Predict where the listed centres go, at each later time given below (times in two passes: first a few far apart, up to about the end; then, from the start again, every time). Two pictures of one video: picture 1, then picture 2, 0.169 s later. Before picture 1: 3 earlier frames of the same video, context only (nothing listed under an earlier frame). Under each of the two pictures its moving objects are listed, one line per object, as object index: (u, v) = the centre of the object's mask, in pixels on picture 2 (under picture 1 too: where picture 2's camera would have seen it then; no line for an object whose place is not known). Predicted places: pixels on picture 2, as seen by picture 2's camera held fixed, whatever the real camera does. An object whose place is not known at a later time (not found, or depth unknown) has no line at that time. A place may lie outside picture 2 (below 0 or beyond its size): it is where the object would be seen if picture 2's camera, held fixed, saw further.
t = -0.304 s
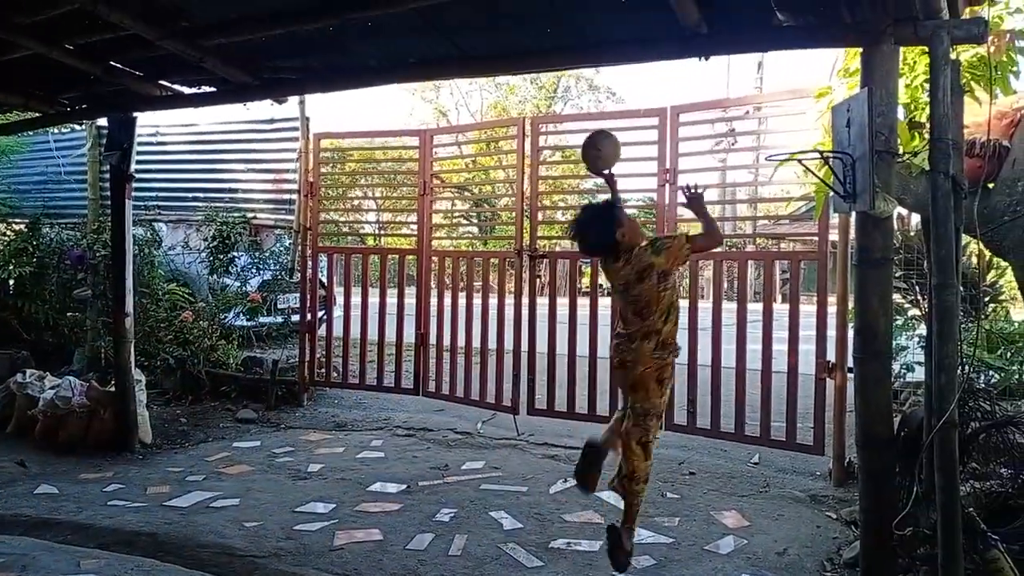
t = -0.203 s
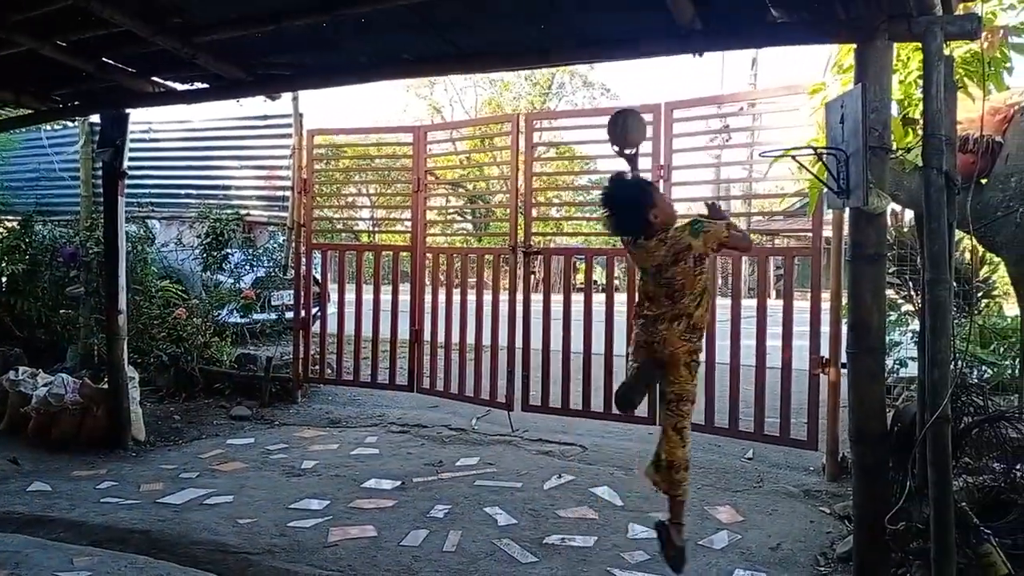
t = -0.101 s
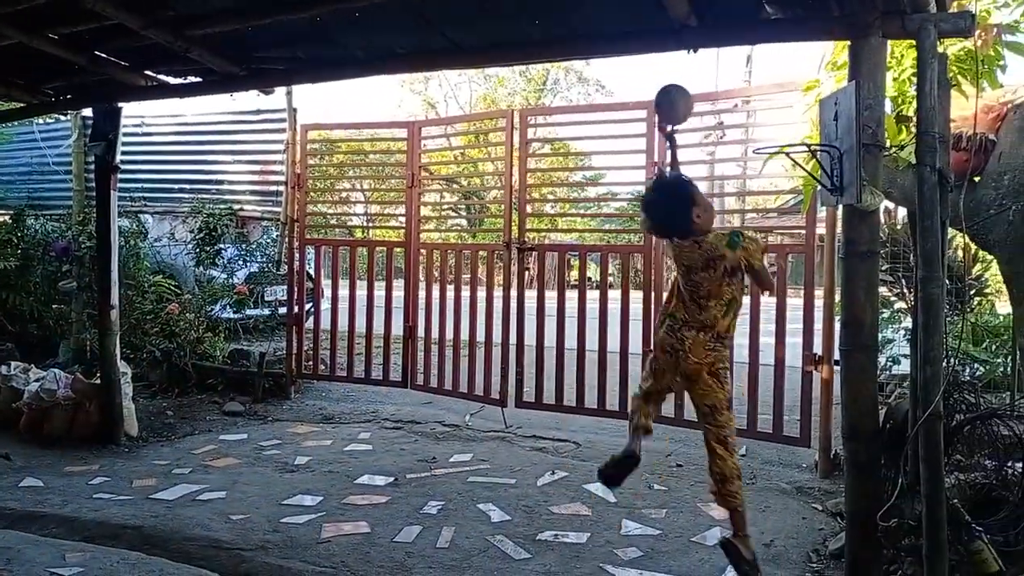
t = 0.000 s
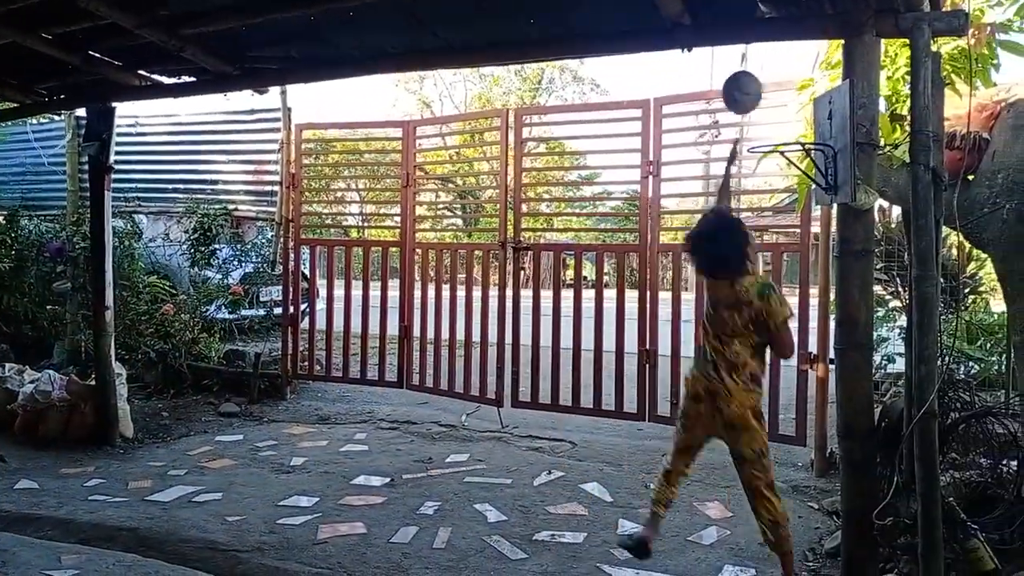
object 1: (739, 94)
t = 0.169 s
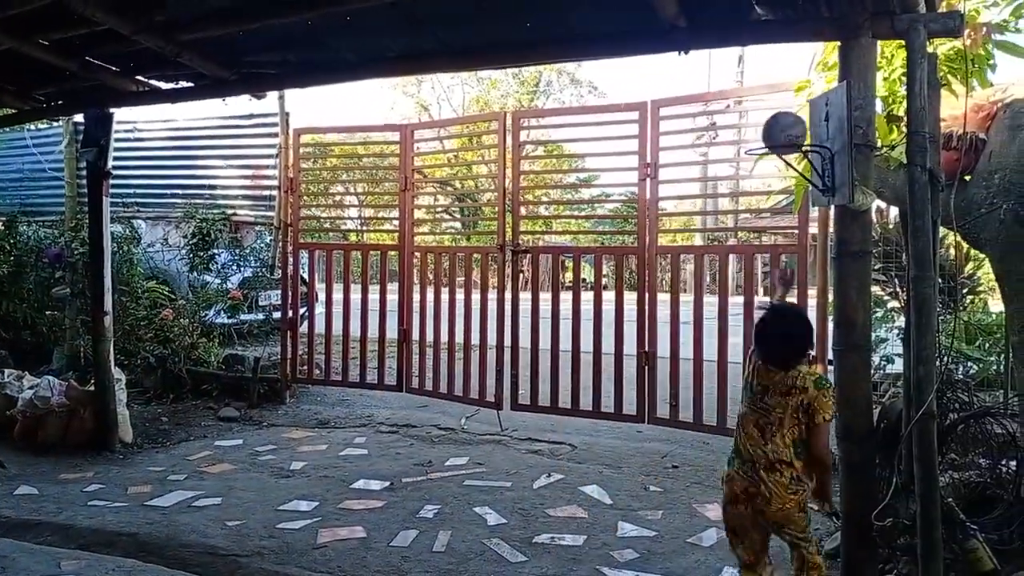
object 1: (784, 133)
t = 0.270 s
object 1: (756, 134)
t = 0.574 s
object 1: (729, 209)
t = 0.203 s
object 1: (774, 133)
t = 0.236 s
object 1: (764, 134)
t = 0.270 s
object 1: (756, 134)
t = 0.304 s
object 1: (754, 130)
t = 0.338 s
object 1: (751, 129)
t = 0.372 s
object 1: (748, 131)
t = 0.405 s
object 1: (745, 136)
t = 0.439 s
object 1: (742, 145)
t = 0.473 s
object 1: (739, 157)
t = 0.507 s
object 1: (736, 171)
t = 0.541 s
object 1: (733, 189)
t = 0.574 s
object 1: (729, 209)
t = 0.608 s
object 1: (726, 232)
